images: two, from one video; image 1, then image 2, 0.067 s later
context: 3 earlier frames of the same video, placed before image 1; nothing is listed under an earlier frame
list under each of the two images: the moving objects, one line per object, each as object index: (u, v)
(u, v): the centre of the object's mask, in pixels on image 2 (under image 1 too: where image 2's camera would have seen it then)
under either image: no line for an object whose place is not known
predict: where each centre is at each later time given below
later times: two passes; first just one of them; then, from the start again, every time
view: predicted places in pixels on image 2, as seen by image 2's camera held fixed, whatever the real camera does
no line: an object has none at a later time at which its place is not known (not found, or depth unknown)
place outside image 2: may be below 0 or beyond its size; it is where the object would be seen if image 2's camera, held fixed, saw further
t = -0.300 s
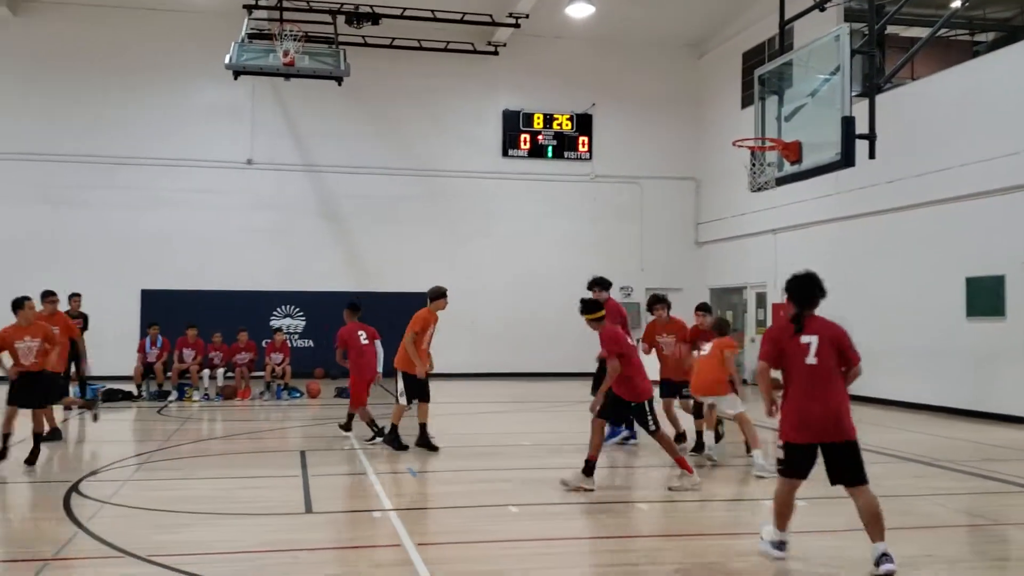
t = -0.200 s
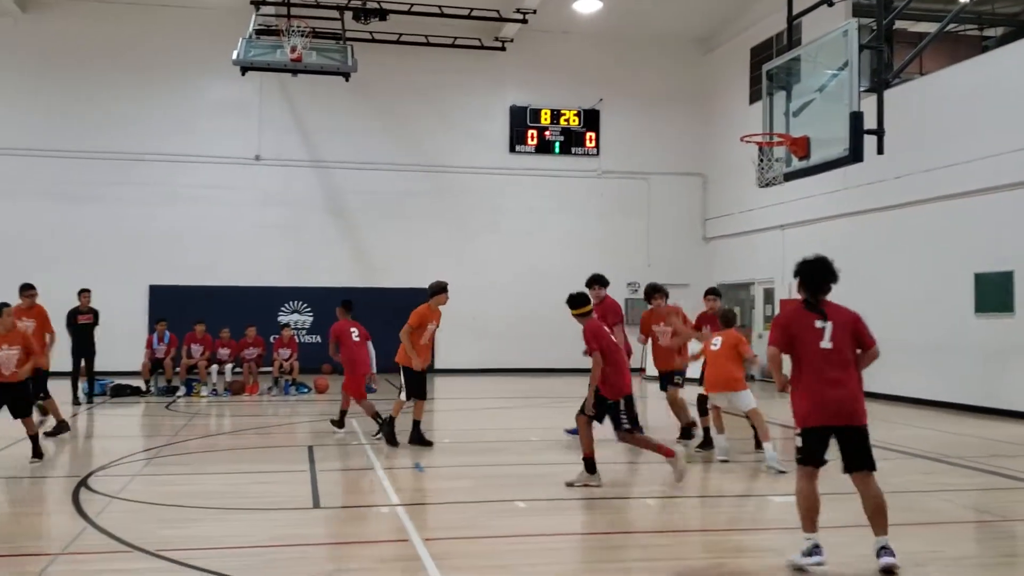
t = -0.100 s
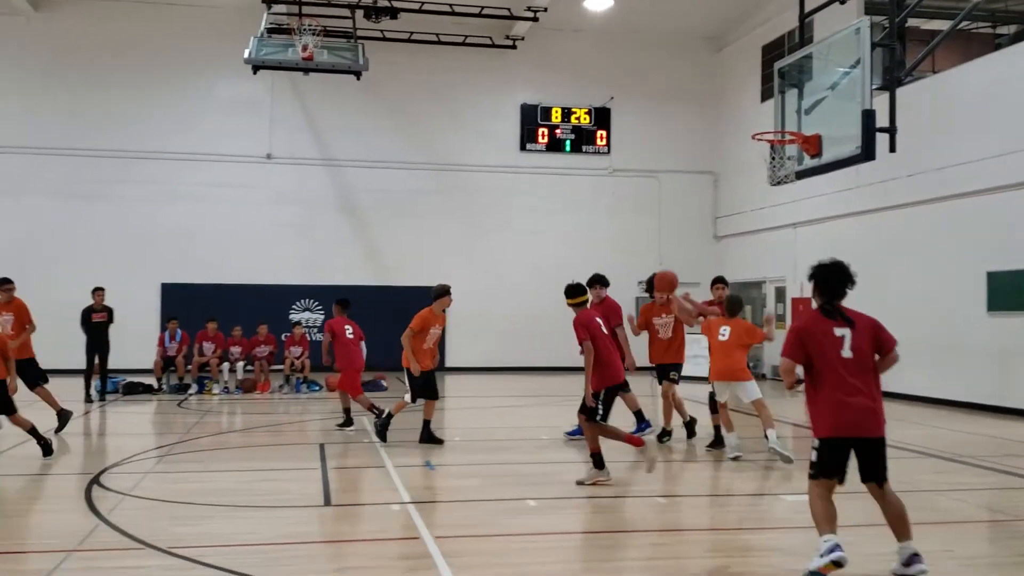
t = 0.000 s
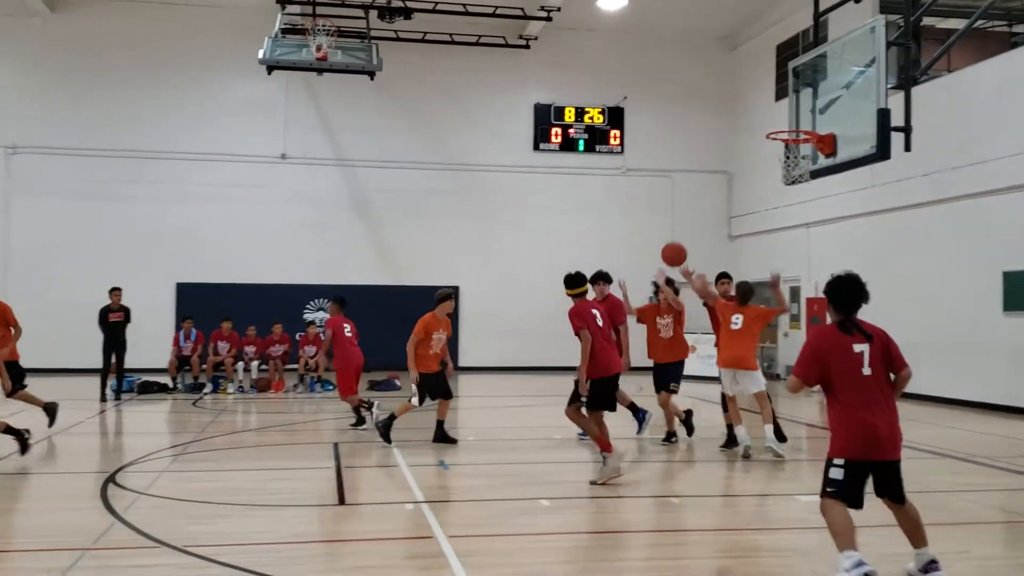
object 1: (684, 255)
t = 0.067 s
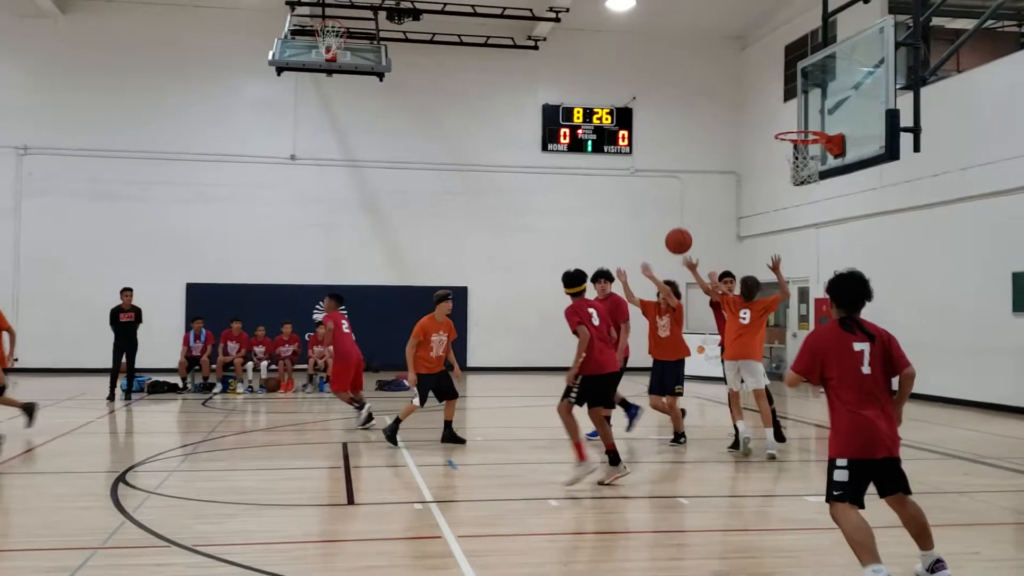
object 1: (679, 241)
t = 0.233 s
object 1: (666, 225)
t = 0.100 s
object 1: (677, 235)
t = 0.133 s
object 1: (674, 231)
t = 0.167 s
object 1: (671, 228)
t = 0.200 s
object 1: (669, 226)
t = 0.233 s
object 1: (666, 225)
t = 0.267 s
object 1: (663, 225)
